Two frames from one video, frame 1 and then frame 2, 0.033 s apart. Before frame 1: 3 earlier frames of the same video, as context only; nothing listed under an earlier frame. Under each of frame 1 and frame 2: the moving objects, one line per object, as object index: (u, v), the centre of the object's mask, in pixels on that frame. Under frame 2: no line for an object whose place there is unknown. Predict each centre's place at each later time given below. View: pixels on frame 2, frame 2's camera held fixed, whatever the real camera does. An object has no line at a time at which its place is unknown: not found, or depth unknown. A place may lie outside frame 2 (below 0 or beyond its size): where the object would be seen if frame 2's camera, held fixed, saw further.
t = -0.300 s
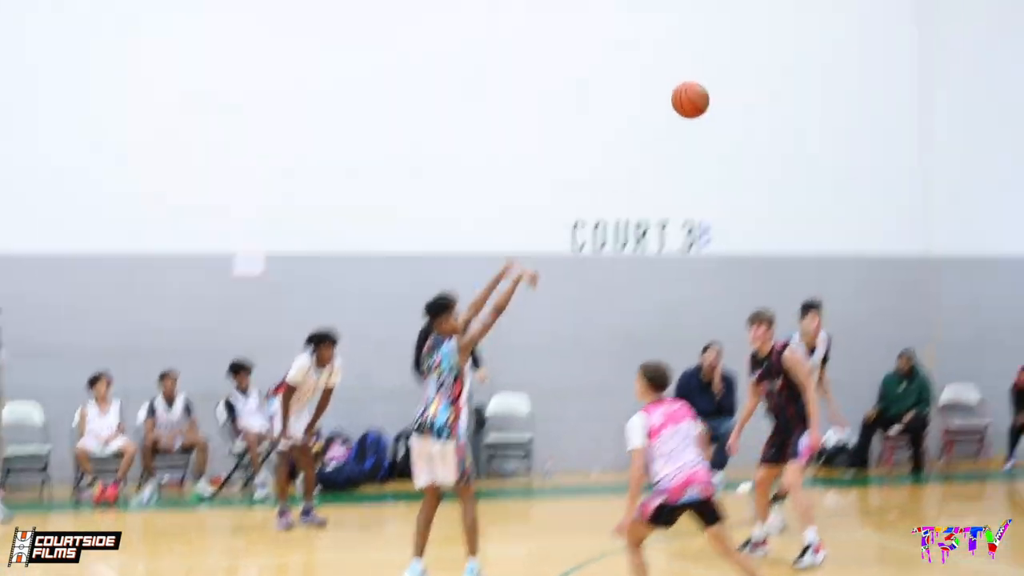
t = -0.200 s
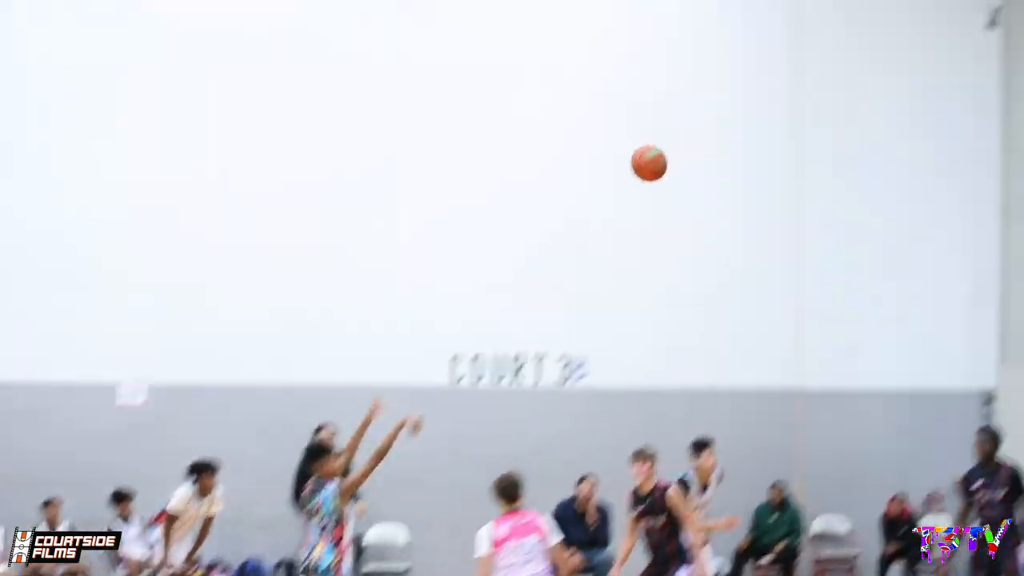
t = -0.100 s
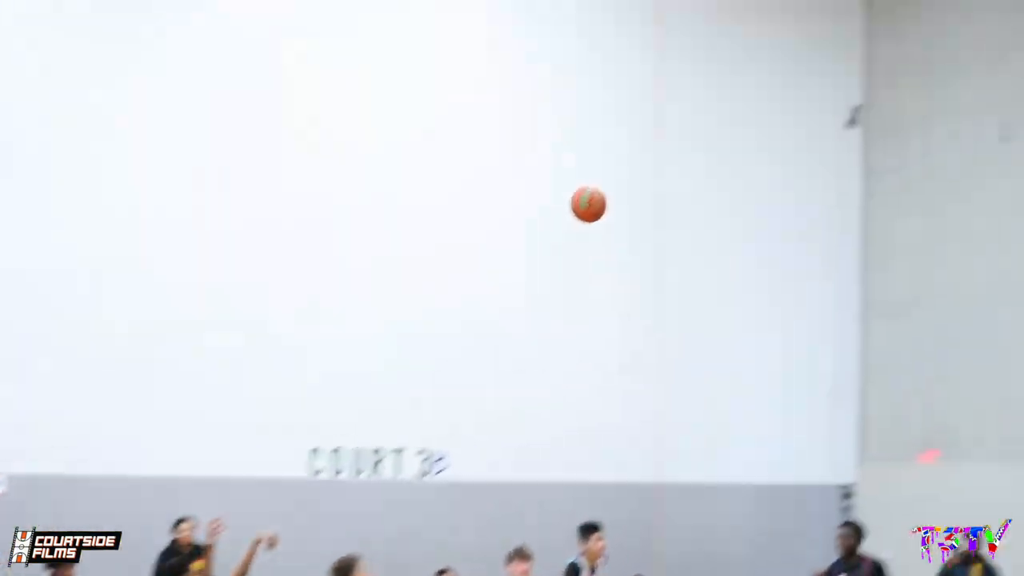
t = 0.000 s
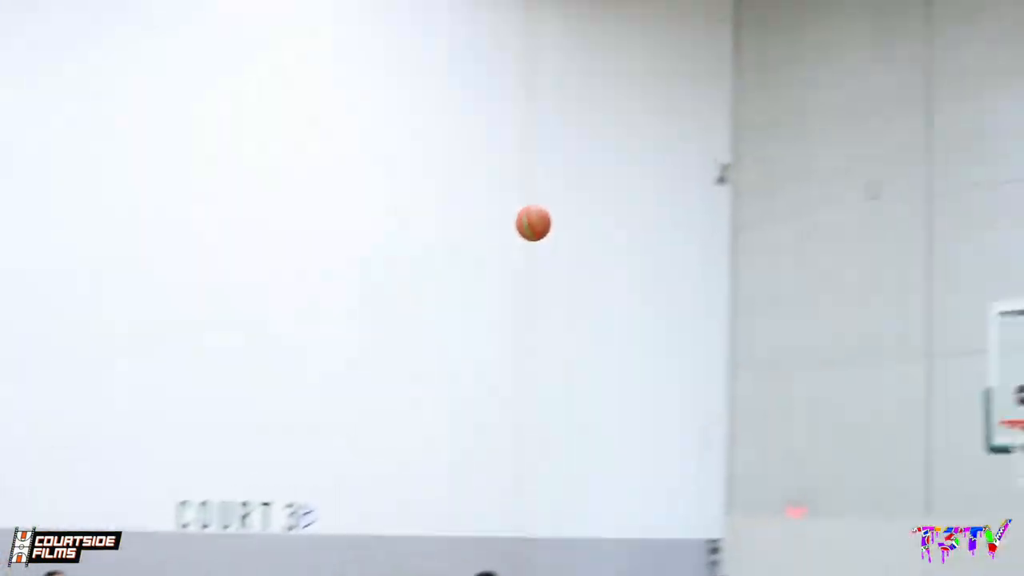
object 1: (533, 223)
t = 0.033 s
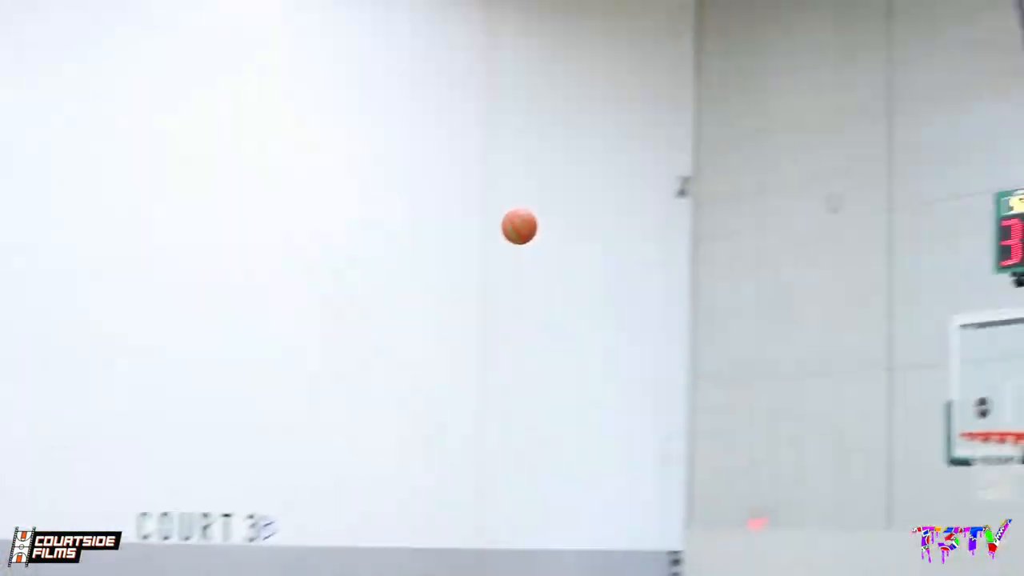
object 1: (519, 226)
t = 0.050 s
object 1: (530, 223)
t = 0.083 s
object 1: (550, 219)
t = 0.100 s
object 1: (562, 217)
